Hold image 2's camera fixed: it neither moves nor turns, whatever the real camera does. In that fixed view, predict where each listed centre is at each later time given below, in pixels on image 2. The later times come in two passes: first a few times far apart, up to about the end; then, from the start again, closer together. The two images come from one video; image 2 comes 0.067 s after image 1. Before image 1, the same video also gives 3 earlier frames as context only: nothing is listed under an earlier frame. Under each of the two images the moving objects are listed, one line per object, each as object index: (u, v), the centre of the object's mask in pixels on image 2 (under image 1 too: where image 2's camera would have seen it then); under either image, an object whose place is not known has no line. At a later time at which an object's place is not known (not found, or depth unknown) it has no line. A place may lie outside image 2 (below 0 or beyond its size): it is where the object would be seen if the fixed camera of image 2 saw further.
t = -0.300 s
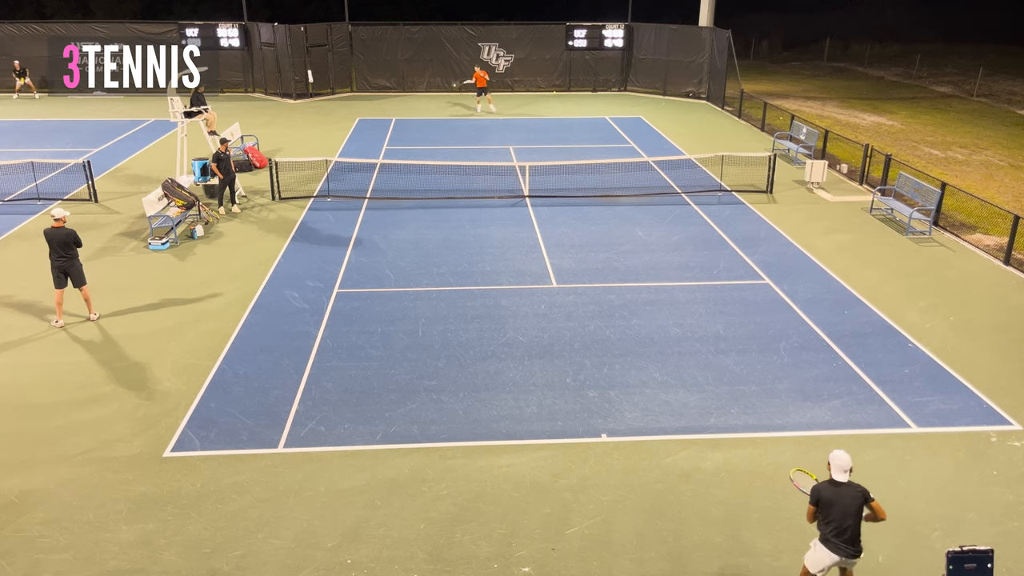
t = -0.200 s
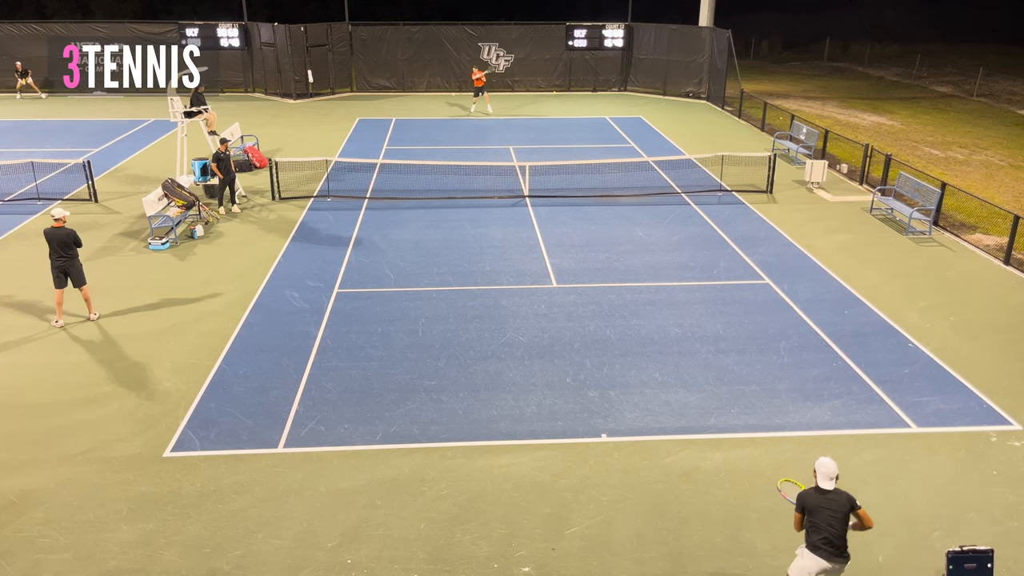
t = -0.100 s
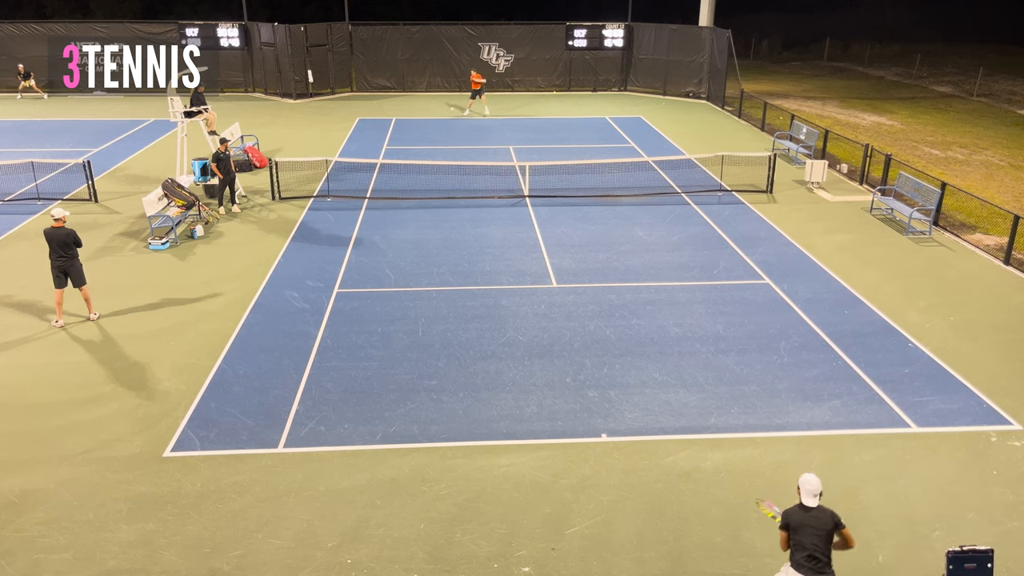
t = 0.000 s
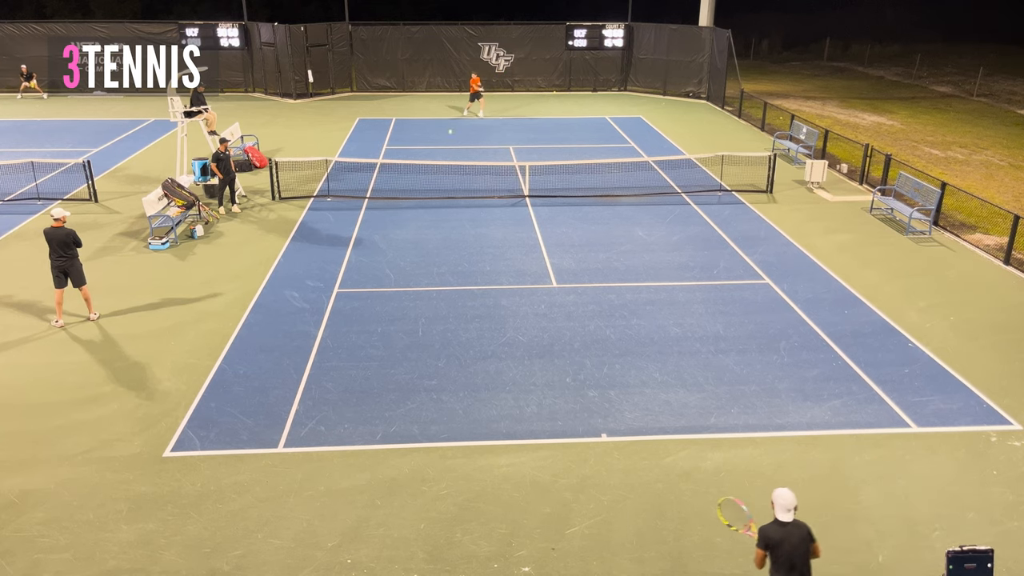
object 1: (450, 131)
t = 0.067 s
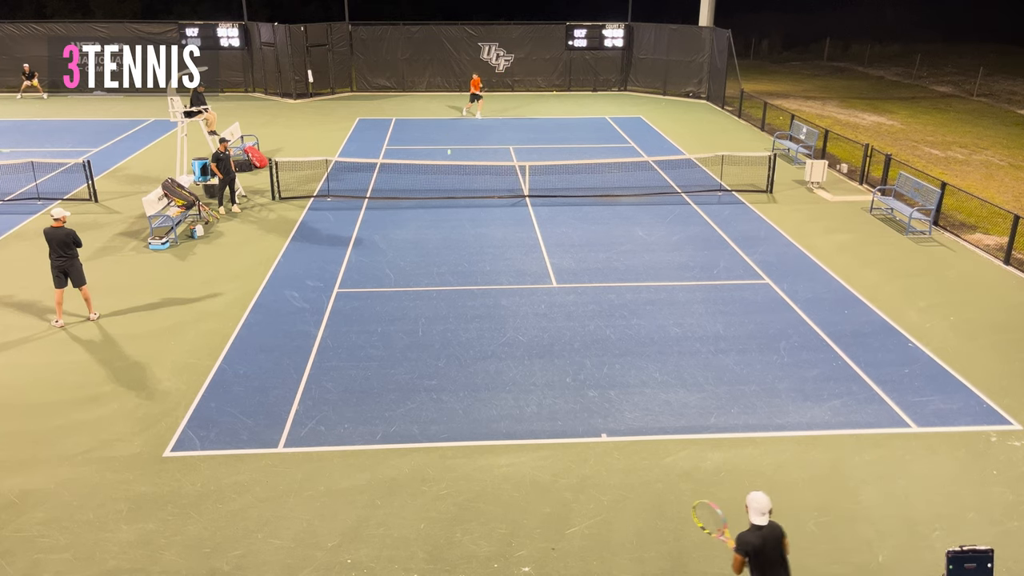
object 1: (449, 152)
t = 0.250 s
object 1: (444, 238)
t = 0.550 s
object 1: (434, 377)
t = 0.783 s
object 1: (425, 542)
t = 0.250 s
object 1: (444, 238)
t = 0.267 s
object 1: (444, 249)
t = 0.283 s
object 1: (443, 260)
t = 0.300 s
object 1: (443, 271)
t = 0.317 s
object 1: (442, 283)
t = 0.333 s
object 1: (441, 296)
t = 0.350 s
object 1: (441, 310)
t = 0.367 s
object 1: (440, 325)
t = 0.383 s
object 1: (440, 331)
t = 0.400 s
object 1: (439, 334)
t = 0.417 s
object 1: (439, 337)
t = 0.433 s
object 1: (438, 340)
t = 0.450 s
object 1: (438, 344)
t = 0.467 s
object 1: (437, 348)
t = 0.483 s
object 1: (437, 353)
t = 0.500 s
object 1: (436, 358)
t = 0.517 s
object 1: (436, 364)
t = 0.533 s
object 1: (435, 370)
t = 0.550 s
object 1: (434, 377)
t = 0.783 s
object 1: (425, 542)
